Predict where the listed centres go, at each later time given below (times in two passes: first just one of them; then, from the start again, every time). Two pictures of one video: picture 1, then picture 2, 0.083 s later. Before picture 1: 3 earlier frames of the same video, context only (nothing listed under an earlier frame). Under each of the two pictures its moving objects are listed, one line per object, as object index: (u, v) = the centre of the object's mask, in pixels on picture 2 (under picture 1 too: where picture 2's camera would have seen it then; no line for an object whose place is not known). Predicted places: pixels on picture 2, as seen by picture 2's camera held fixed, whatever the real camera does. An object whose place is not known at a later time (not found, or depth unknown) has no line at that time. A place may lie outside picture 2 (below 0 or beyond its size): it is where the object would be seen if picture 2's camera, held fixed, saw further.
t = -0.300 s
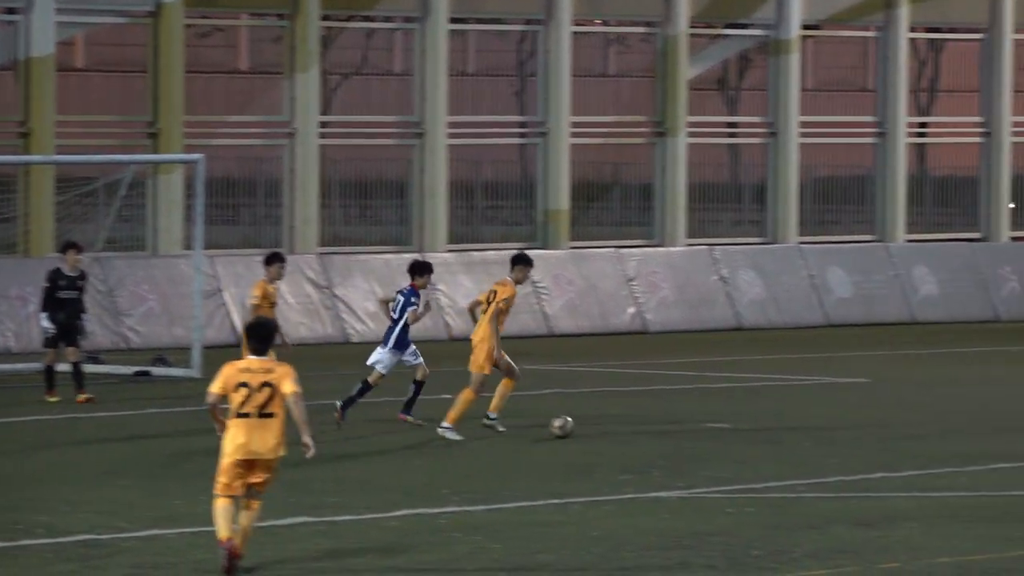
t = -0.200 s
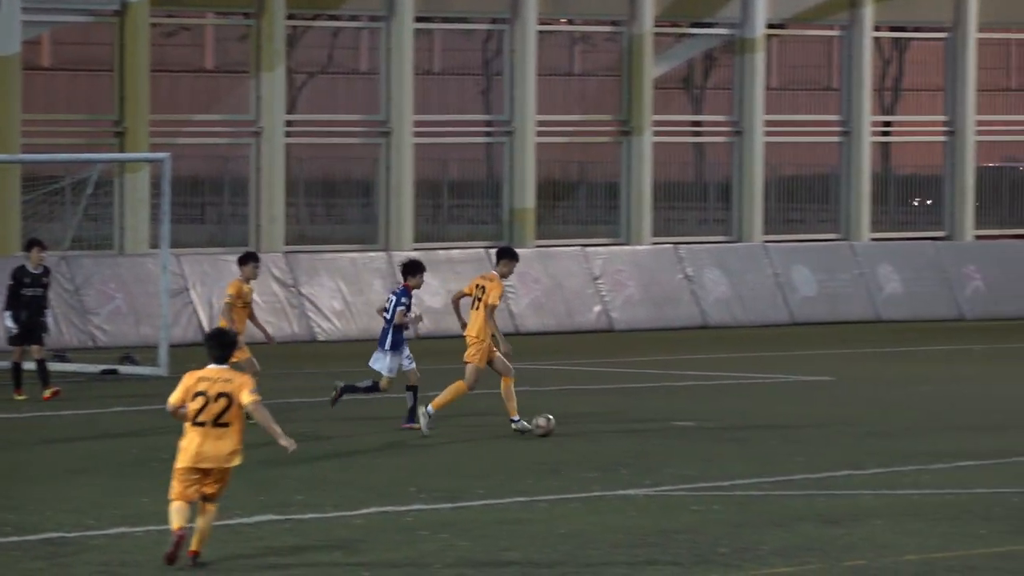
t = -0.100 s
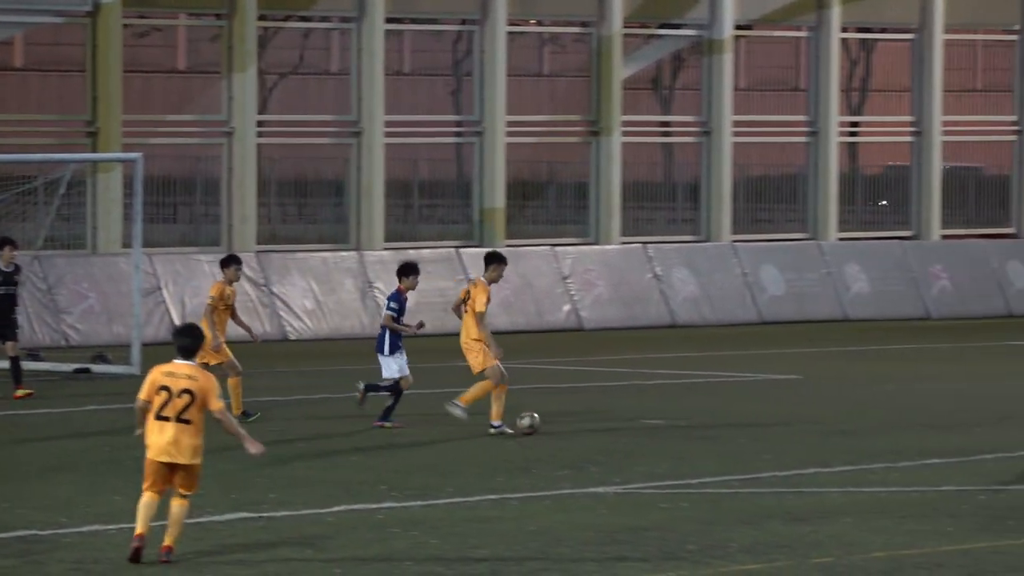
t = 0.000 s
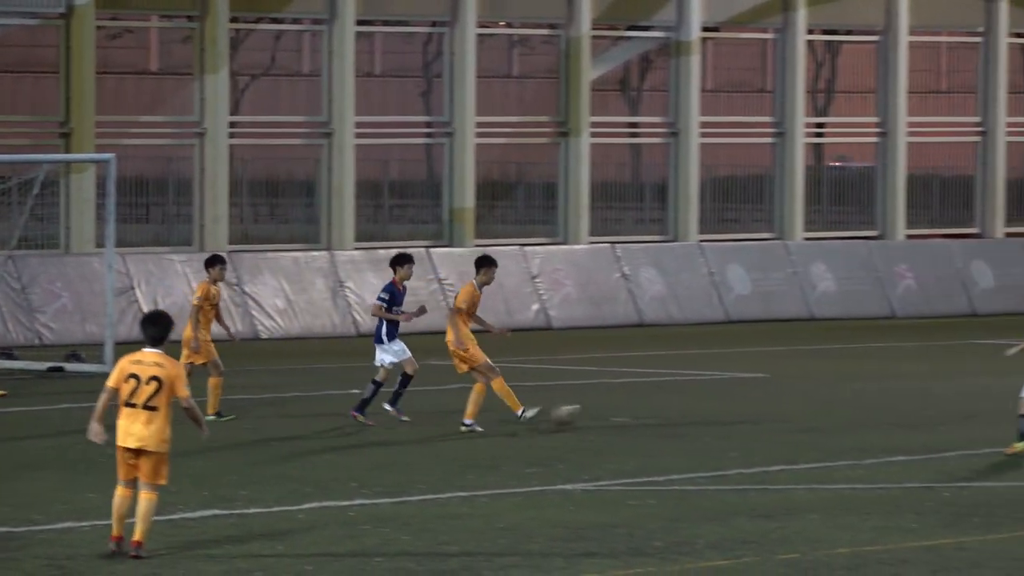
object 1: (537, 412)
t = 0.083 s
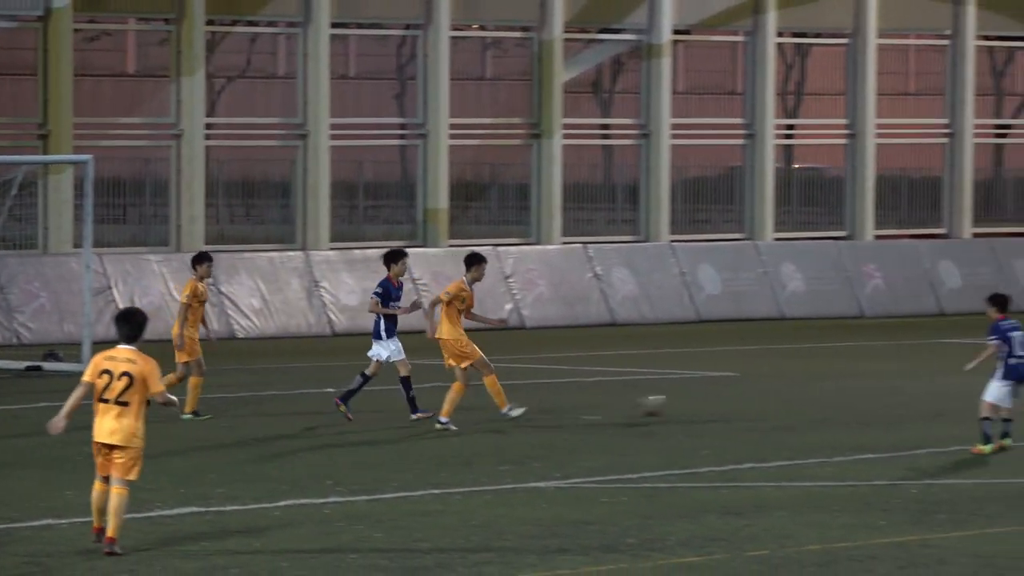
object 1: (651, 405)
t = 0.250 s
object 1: (859, 399)
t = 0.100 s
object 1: (675, 405)
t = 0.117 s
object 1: (697, 404)
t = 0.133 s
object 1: (718, 404)
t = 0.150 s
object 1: (740, 405)
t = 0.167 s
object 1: (761, 405)
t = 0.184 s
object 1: (782, 406)
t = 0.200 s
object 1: (803, 408)
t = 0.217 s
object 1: (821, 408)
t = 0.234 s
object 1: (842, 402)
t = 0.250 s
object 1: (859, 399)
